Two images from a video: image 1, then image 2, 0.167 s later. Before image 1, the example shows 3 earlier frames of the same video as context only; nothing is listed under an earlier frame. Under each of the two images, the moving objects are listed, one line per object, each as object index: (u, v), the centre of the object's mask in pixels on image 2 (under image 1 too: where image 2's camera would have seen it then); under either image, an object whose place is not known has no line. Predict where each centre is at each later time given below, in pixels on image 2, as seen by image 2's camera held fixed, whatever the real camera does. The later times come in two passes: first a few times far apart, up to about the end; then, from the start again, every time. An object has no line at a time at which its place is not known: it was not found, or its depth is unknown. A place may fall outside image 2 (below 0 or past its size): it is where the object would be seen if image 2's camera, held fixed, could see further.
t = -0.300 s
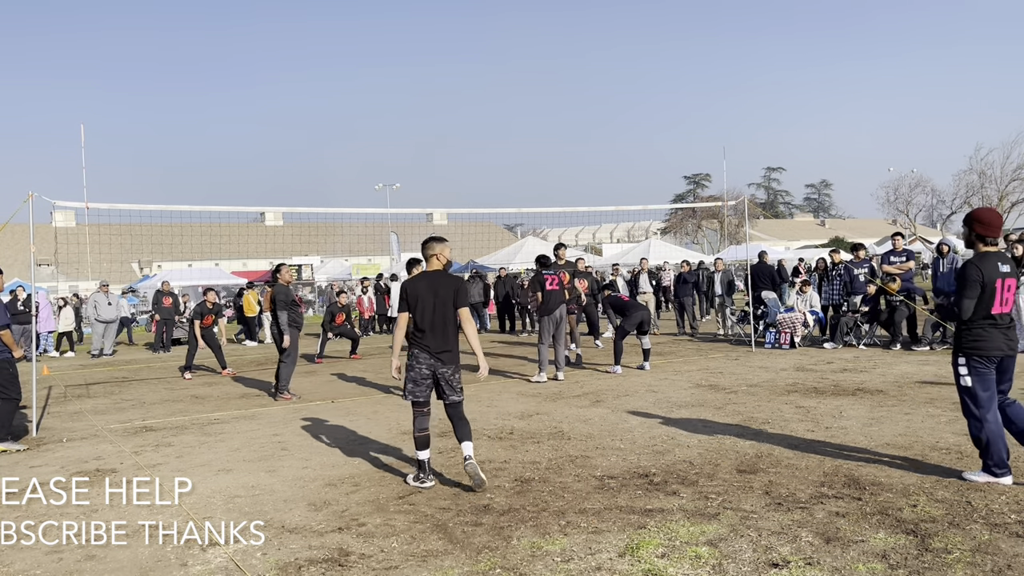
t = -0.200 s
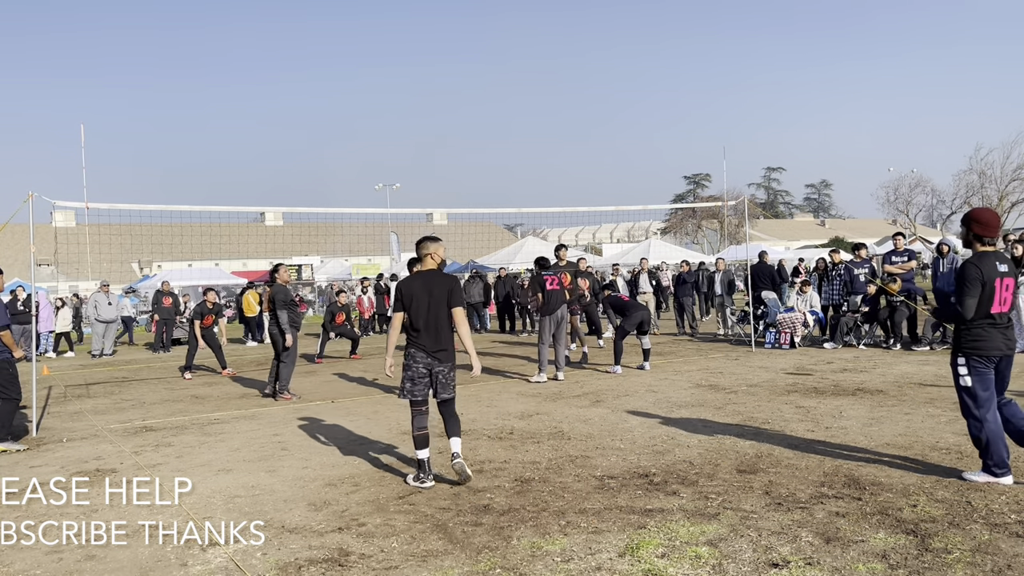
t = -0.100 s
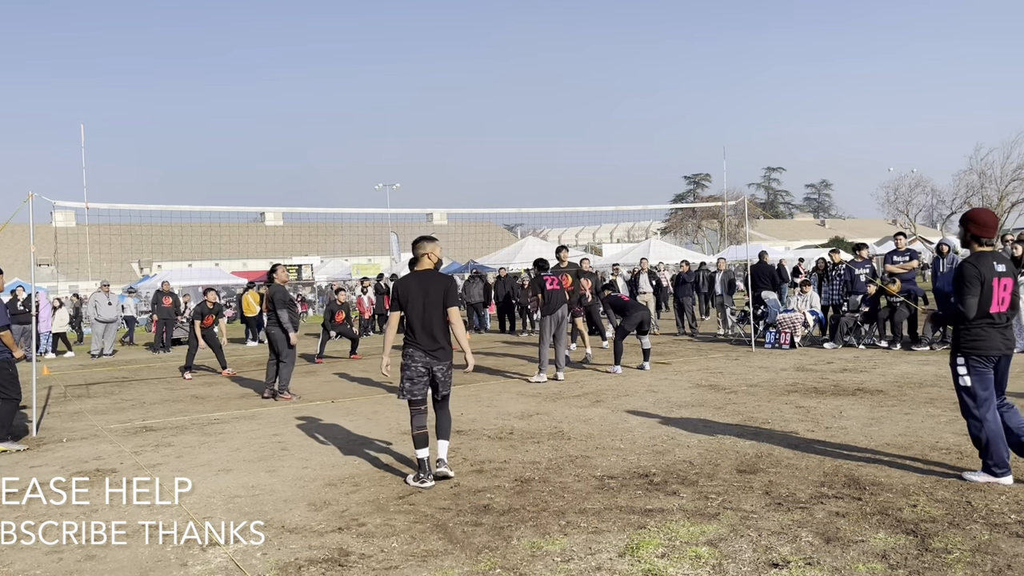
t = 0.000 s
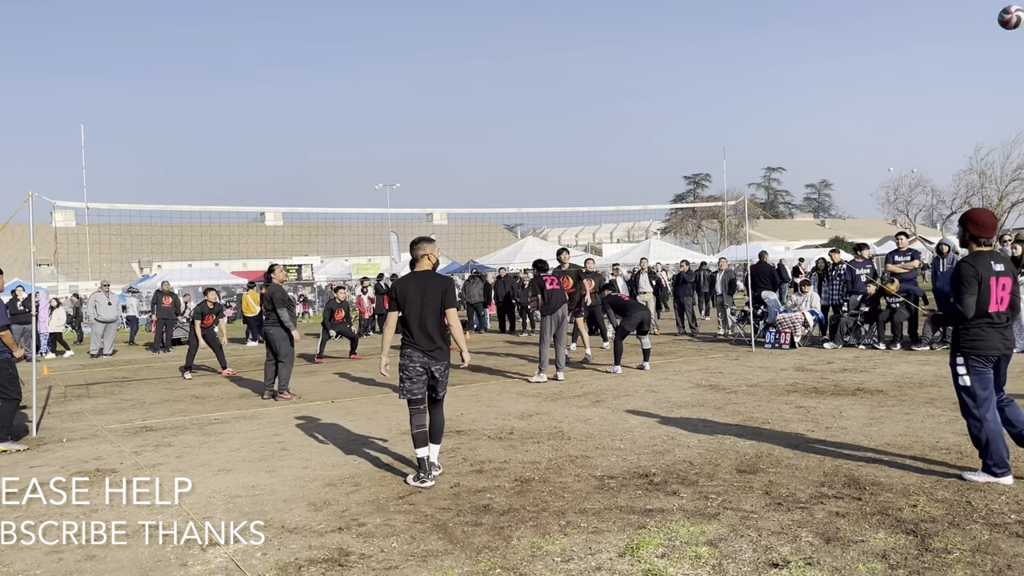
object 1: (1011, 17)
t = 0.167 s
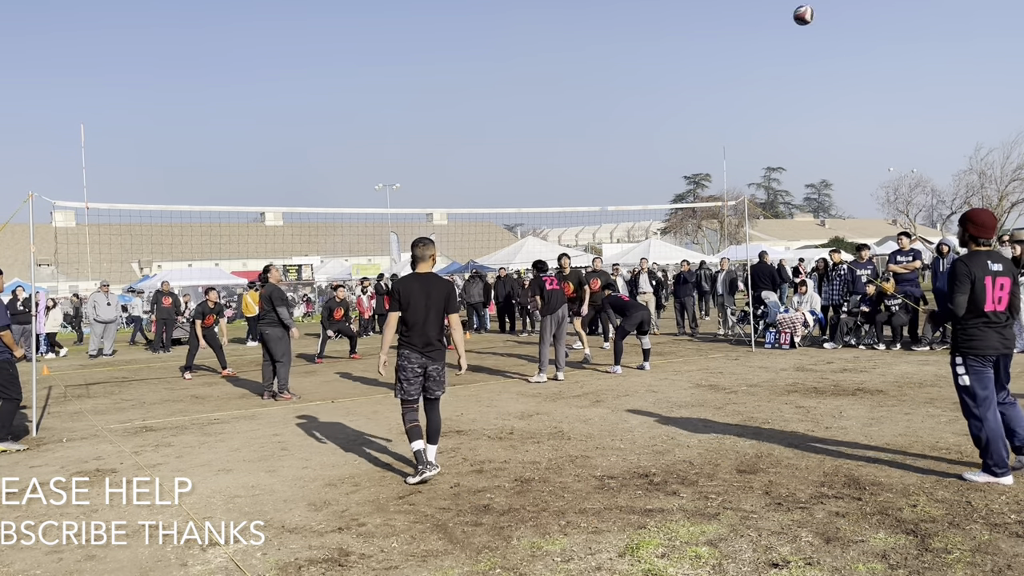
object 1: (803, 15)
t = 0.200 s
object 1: (771, 17)
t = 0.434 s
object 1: (595, 50)
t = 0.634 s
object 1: (496, 94)
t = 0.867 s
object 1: (414, 157)
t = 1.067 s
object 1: (360, 222)
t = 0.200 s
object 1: (771, 17)
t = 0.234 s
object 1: (741, 20)
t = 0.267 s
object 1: (712, 24)
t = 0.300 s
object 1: (686, 28)
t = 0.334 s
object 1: (661, 33)
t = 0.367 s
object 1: (638, 38)
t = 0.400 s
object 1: (616, 44)
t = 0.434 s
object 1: (595, 50)
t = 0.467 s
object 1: (576, 56)
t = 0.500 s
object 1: (558, 63)
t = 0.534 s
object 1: (541, 70)
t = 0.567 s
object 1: (525, 78)
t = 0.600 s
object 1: (510, 85)
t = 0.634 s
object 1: (496, 94)
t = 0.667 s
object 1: (482, 102)
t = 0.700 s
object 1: (469, 110)
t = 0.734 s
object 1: (457, 120)
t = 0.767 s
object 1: (446, 129)
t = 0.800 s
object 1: (434, 138)
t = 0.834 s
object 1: (424, 148)
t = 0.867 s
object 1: (414, 157)
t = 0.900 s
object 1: (403, 168)
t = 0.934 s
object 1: (394, 178)
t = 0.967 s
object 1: (384, 188)
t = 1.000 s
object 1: (377, 199)
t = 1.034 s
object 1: (368, 211)
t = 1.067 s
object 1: (360, 222)
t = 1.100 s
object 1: (352, 232)
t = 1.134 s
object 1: (344, 244)
